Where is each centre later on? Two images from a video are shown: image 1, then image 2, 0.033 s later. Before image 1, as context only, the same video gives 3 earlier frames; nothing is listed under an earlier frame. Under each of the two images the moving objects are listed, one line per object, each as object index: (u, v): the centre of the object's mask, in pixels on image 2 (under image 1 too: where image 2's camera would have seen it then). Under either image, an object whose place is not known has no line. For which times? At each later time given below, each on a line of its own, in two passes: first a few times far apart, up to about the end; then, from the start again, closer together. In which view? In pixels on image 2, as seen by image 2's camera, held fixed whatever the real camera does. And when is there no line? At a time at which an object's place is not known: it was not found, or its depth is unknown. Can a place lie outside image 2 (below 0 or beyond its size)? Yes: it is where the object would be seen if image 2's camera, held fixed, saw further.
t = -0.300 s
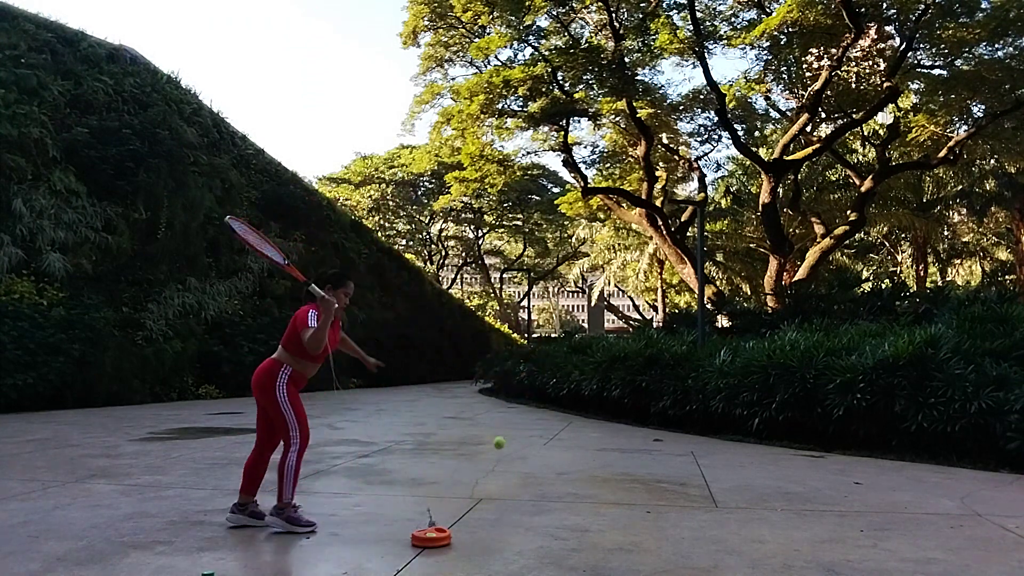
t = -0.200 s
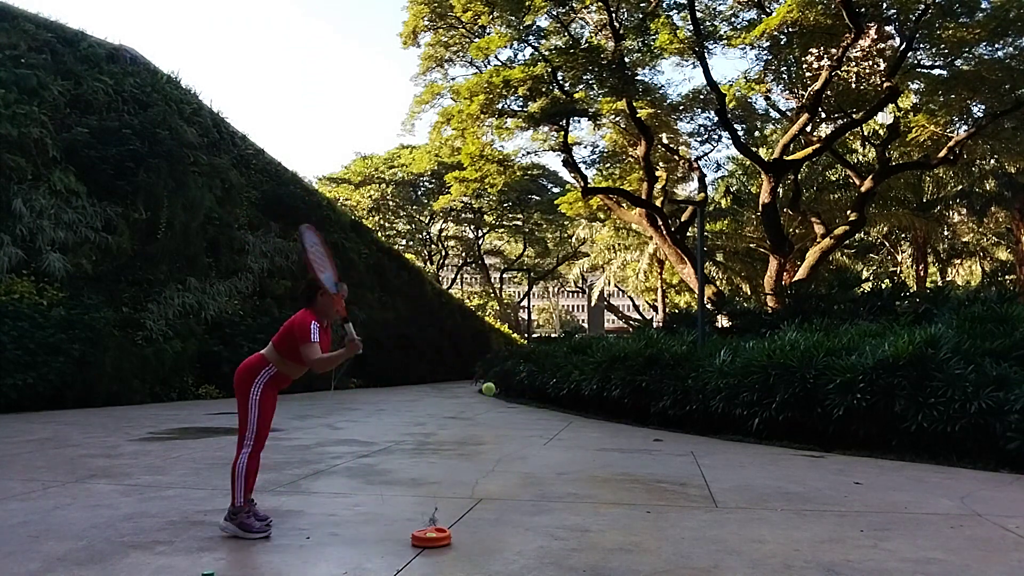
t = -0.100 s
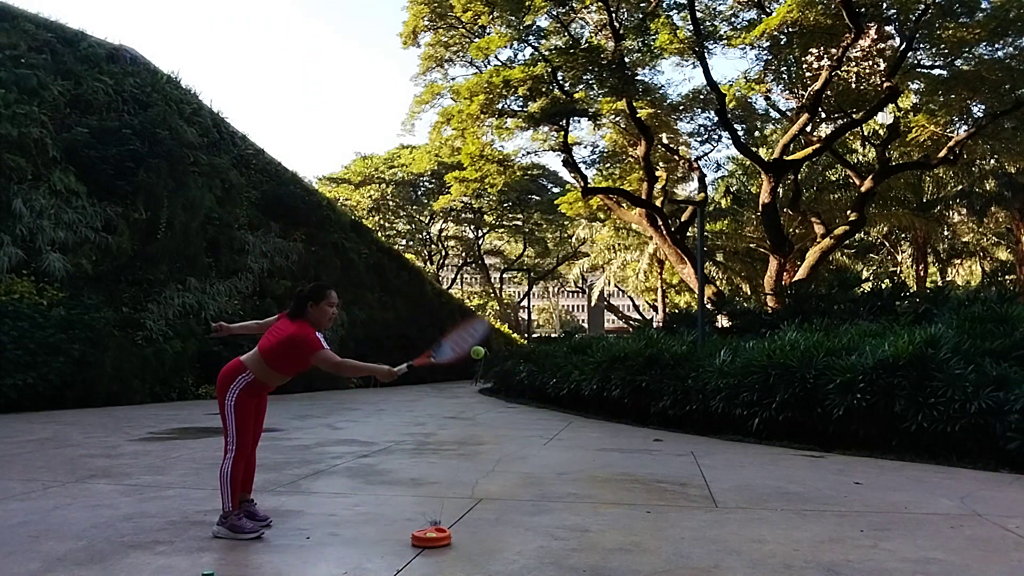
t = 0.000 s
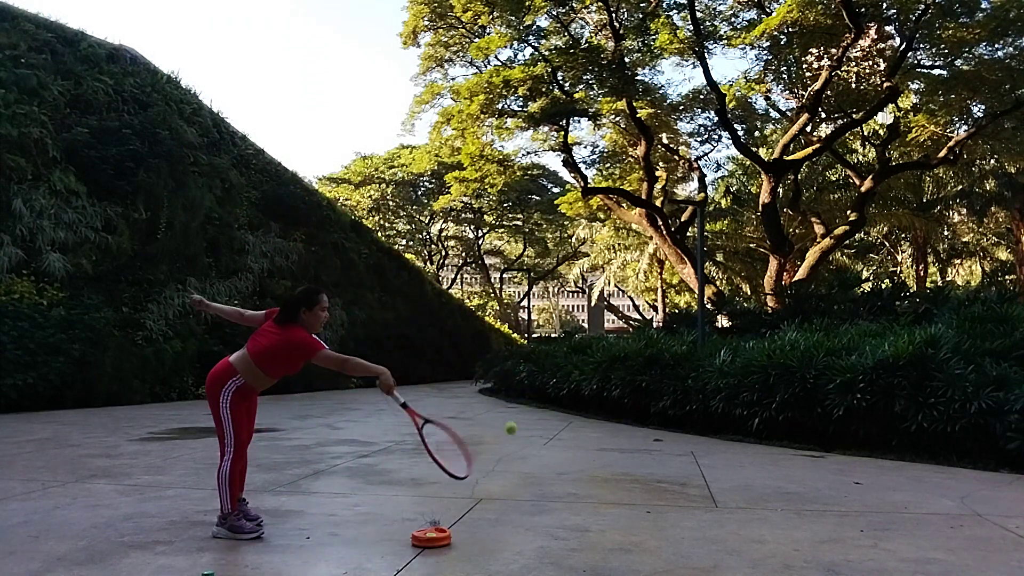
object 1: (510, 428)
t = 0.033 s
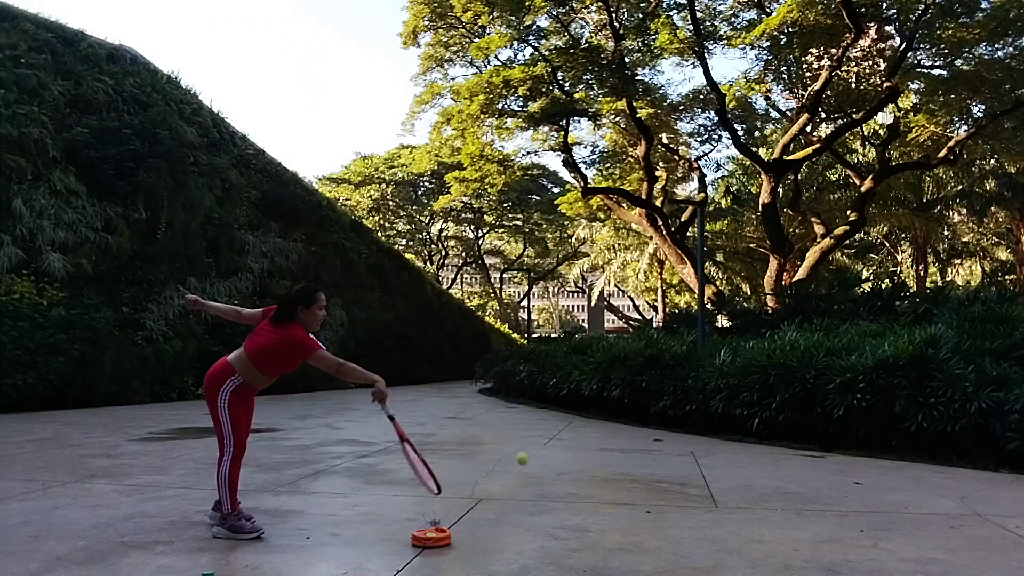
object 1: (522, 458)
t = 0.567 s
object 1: (528, 392)
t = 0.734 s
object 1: (472, 460)
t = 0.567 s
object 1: (528, 392)
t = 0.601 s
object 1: (519, 401)
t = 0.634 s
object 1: (509, 413)
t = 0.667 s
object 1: (498, 426)
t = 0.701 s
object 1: (486, 442)
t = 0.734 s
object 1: (472, 460)
